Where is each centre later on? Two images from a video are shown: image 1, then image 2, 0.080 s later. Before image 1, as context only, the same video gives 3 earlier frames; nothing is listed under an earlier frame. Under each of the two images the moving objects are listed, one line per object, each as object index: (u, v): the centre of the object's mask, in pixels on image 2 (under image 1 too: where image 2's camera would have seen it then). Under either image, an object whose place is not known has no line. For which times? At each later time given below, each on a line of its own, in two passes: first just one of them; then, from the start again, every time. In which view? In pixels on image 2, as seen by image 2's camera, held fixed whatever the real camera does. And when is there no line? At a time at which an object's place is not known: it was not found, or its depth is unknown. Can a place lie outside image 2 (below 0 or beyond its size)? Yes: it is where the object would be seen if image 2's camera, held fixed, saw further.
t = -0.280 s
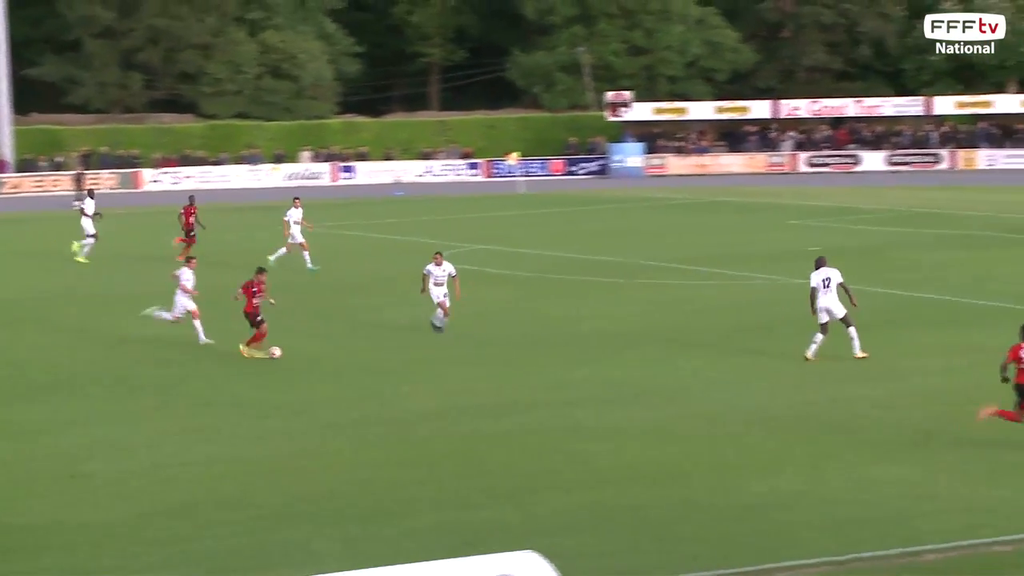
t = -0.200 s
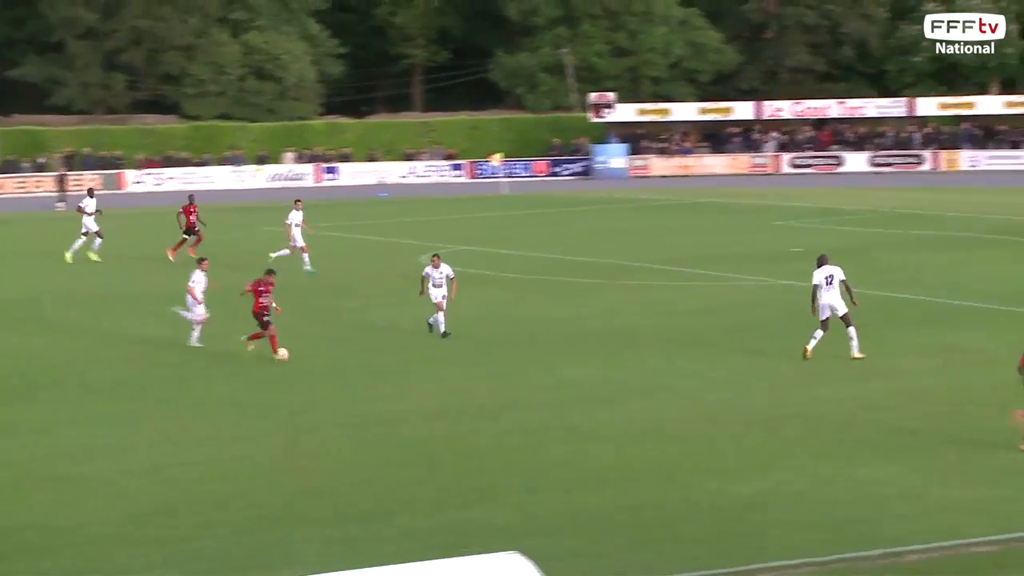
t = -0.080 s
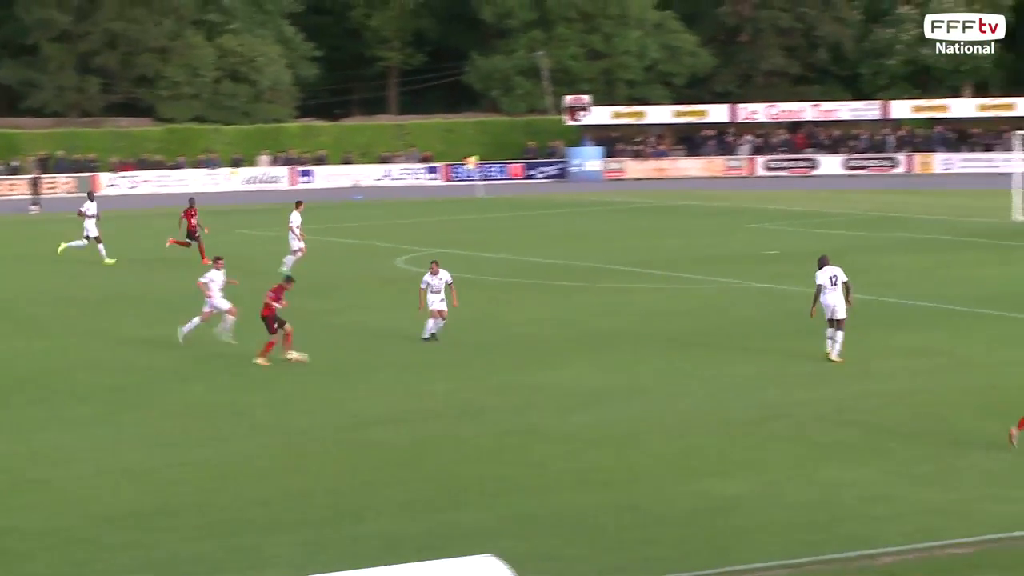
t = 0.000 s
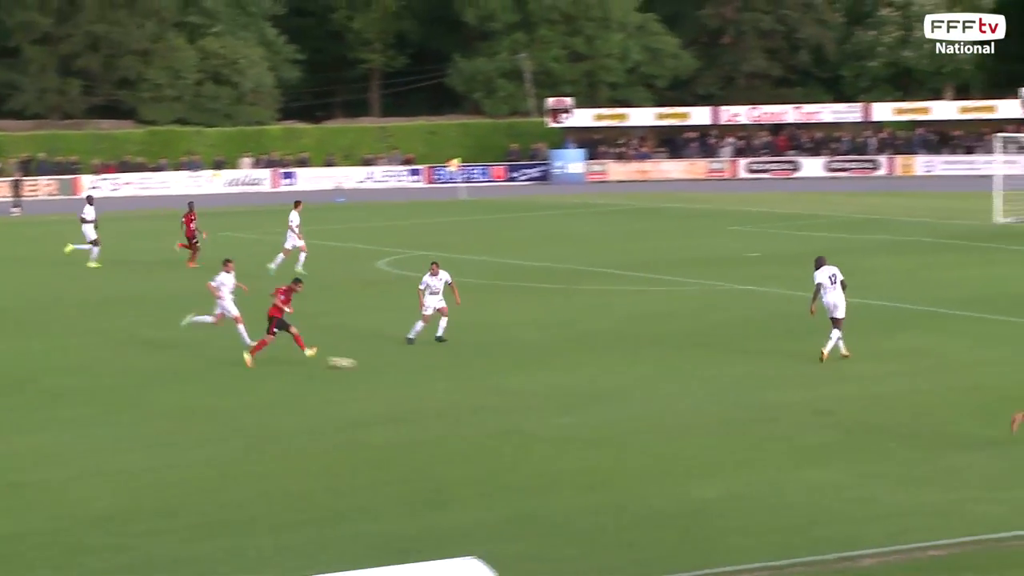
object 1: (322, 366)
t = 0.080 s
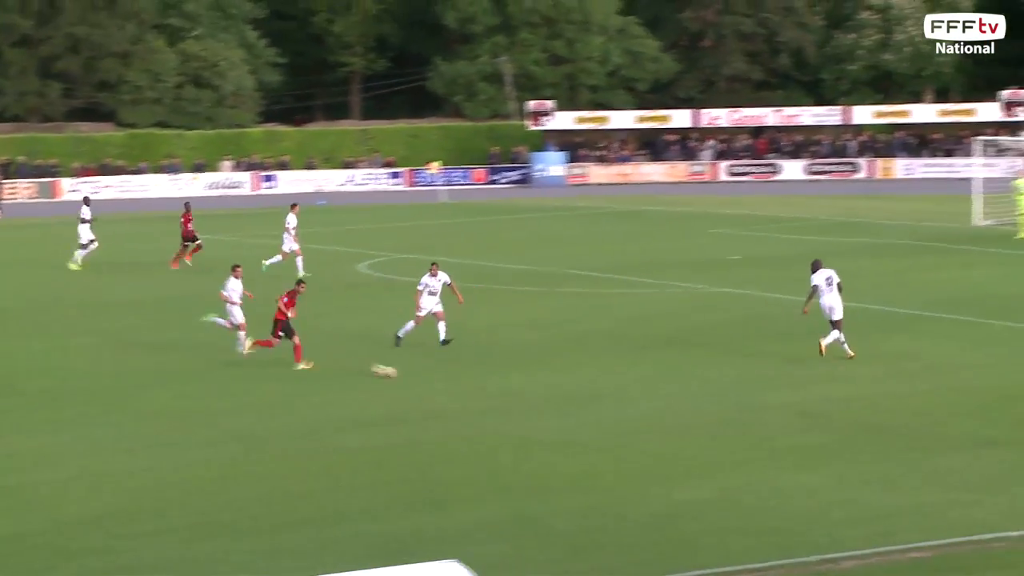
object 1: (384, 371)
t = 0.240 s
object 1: (500, 378)
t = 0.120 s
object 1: (415, 373)
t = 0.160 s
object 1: (444, 374)
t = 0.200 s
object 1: (473, 376)
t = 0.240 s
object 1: (500, 378)
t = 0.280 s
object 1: (525, 381)
